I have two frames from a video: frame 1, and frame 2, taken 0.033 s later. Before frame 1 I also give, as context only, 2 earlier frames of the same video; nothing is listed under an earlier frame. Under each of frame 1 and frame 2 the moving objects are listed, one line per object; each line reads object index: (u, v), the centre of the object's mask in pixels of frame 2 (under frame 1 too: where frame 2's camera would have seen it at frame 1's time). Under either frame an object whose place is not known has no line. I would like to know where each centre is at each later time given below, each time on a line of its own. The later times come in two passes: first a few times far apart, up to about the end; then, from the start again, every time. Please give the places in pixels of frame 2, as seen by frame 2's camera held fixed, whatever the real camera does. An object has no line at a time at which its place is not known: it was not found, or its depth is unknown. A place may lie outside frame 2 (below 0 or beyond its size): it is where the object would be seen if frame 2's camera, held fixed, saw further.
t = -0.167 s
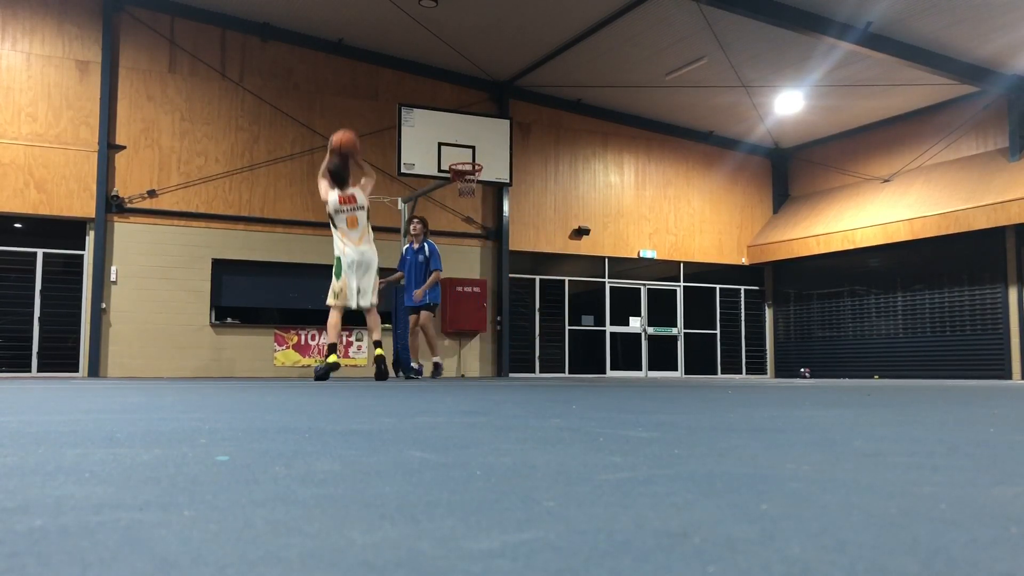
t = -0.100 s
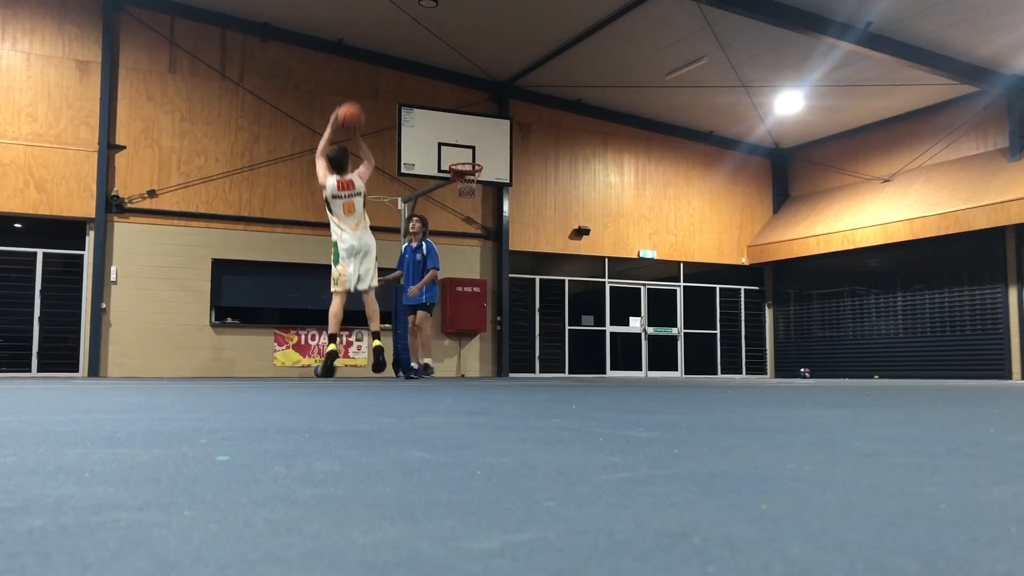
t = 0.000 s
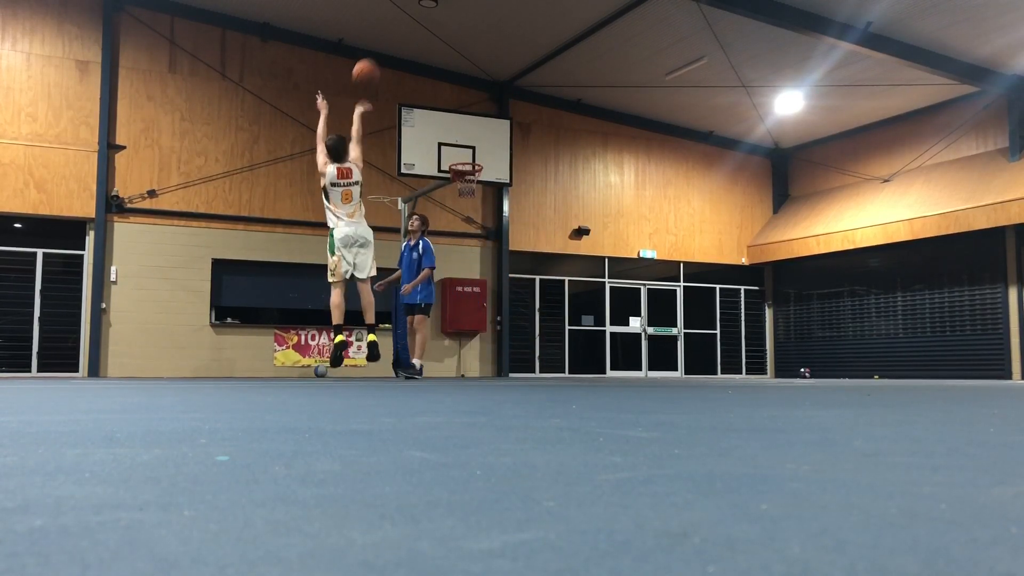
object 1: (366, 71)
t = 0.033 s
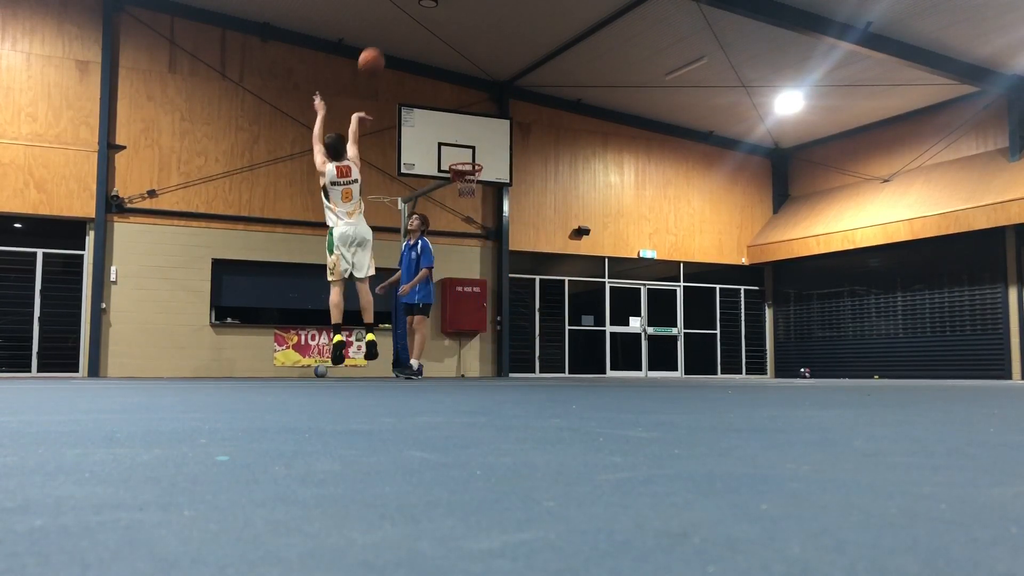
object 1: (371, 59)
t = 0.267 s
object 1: (405, 18)
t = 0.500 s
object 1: (432, 29)
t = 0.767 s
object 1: (455, 86)
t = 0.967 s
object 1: (469, 153)
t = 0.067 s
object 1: (377, 49)
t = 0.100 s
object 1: (379, 39)
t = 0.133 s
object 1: (386, 33)
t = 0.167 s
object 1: (391, 29)
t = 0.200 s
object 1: (396, 24)
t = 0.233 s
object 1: (401, 21)
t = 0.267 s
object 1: (405, 18)
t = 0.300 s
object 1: (409, 17)
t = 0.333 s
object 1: (413, 17)
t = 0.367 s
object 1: (417, 18)
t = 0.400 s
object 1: (421, 20)
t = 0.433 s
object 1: (425, 22)
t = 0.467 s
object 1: (428, 25)
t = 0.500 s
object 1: (432, 29)
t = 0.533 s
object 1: (434, 34)
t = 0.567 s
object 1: (437, 39)
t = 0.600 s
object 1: (440, 46)
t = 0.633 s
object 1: (444, 52)
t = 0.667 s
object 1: (445, 60)
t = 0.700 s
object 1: (450, 69)
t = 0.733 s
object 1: (453, 76)
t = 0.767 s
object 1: (455, 86)
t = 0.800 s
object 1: (458, 96)
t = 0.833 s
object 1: (460, 106)
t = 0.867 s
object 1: (463, 117)
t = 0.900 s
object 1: (465, 129)
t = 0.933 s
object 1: (467, 140)
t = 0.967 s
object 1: (469, 153)
